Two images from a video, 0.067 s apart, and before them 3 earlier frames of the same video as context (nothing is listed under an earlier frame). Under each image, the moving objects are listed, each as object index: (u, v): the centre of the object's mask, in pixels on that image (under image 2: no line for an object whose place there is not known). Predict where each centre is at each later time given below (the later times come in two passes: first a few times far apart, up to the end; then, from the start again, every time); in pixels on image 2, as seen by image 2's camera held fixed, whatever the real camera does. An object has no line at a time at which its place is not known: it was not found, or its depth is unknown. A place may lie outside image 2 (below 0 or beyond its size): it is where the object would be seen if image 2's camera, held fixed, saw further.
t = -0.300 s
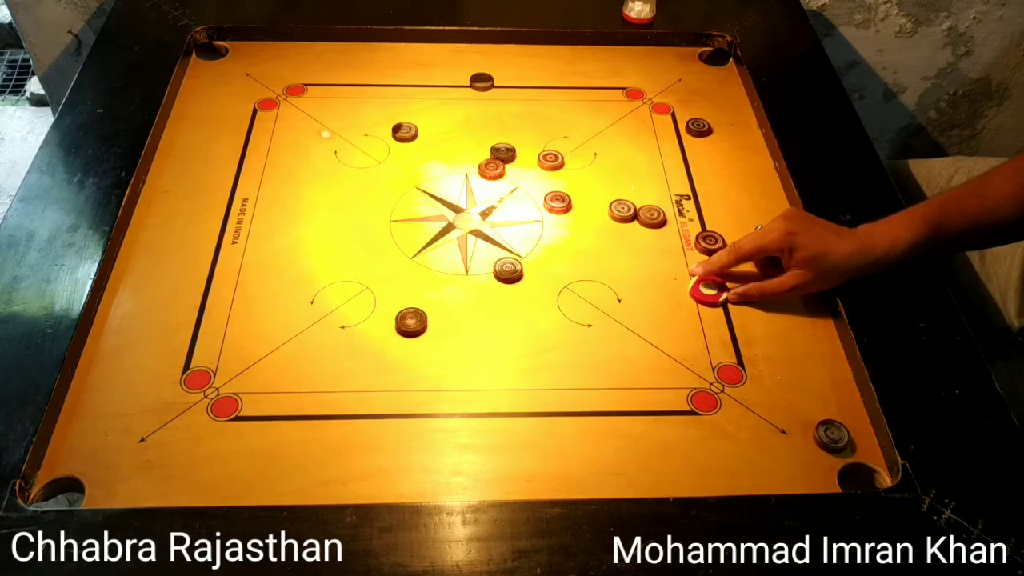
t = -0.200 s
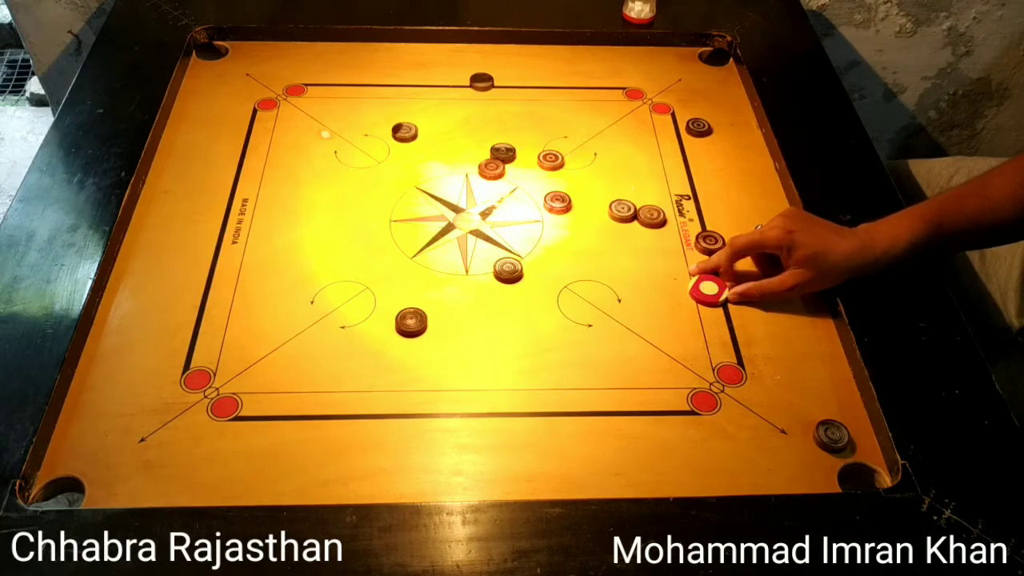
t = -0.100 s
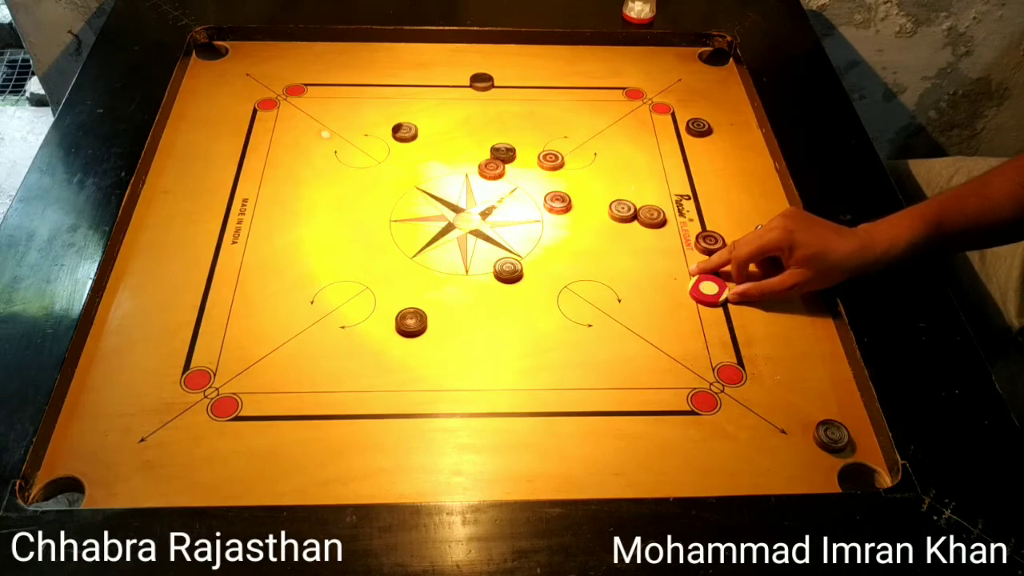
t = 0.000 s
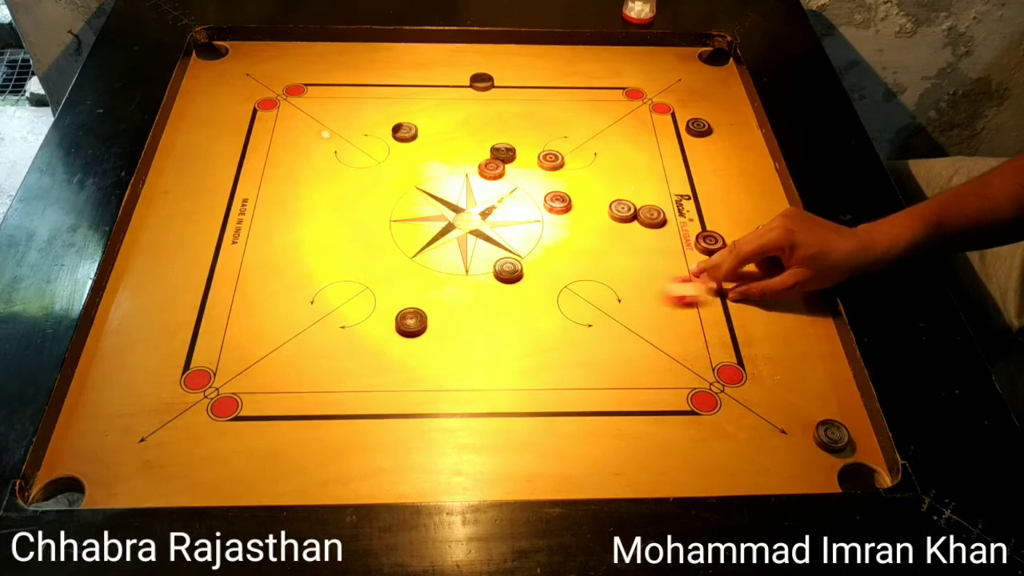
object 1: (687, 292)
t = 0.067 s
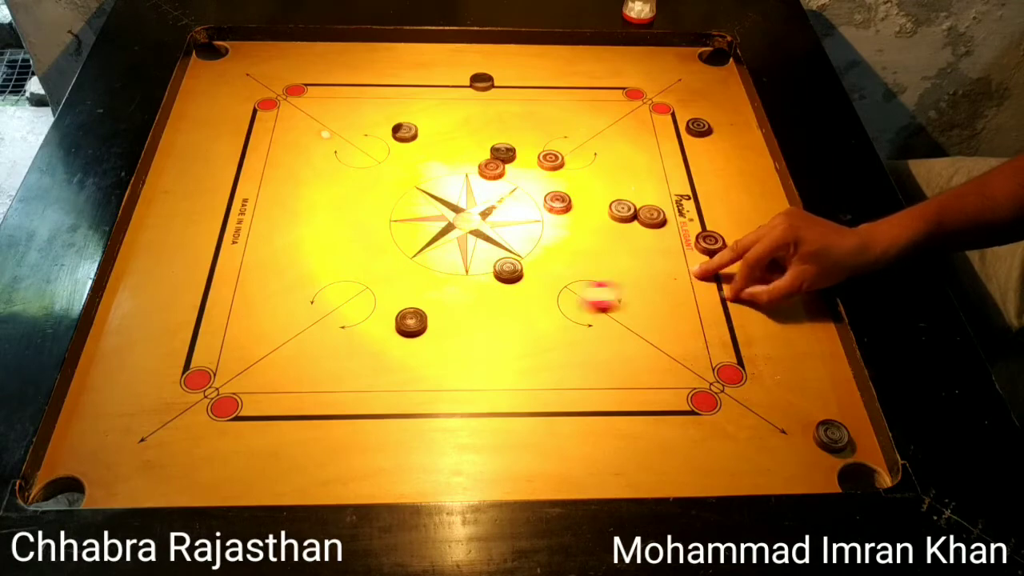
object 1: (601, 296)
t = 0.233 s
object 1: (422, 300)
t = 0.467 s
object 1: (337, 270)
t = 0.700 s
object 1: (310, 260)
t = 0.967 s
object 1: (309, 260)
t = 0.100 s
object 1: (559, 300)
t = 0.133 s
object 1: (521, 302)
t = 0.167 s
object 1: (481, 304)
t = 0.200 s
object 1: (442, 305)
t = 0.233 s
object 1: (422, 300)
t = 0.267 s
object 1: (407, 294)
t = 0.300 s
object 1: (392, 290)
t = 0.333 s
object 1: (379, 285)
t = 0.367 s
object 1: (367, 280)
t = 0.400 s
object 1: (356, 277)
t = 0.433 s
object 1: (346, 273)
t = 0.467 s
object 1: (337, 270)
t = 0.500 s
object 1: (330, 268)
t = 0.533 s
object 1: (323, 265)
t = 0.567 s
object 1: (318, 263)
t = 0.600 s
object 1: (314, 262)
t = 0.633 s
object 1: (312, 261)
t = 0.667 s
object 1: (310, 260)
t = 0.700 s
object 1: (310, 260)
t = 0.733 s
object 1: (309, 260)
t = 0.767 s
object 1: (309, 260)
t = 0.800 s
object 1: (309, 260)
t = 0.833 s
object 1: (309, 260)
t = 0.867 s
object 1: (310, 260)
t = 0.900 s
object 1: (309, 260)
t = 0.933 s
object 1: (309, 260)
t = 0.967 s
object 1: (309, 260)
